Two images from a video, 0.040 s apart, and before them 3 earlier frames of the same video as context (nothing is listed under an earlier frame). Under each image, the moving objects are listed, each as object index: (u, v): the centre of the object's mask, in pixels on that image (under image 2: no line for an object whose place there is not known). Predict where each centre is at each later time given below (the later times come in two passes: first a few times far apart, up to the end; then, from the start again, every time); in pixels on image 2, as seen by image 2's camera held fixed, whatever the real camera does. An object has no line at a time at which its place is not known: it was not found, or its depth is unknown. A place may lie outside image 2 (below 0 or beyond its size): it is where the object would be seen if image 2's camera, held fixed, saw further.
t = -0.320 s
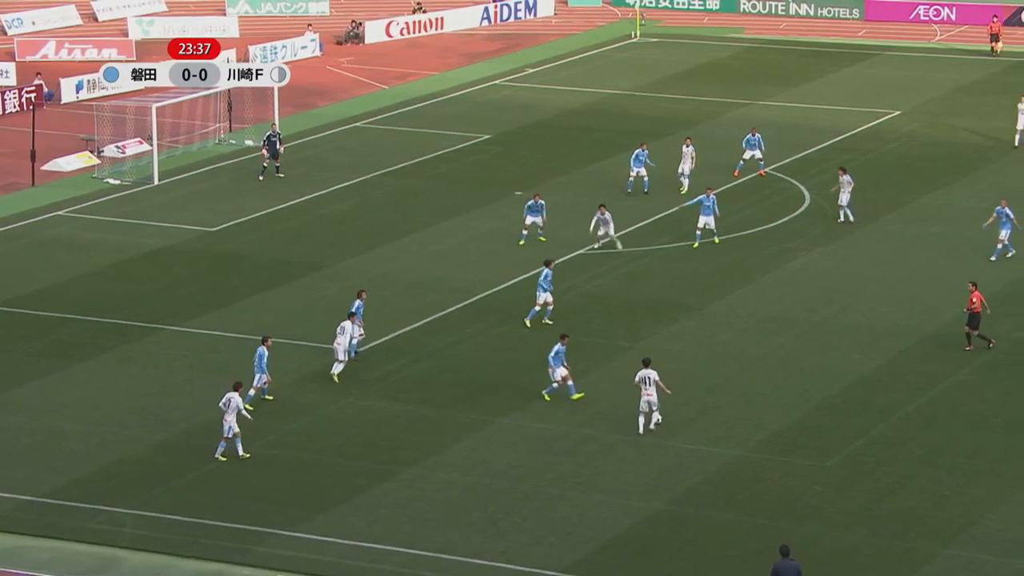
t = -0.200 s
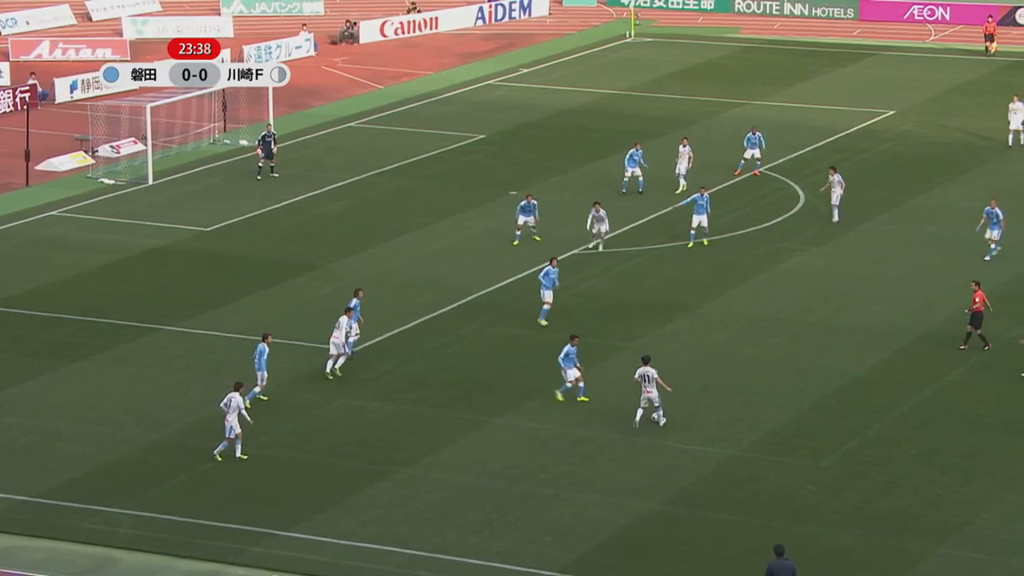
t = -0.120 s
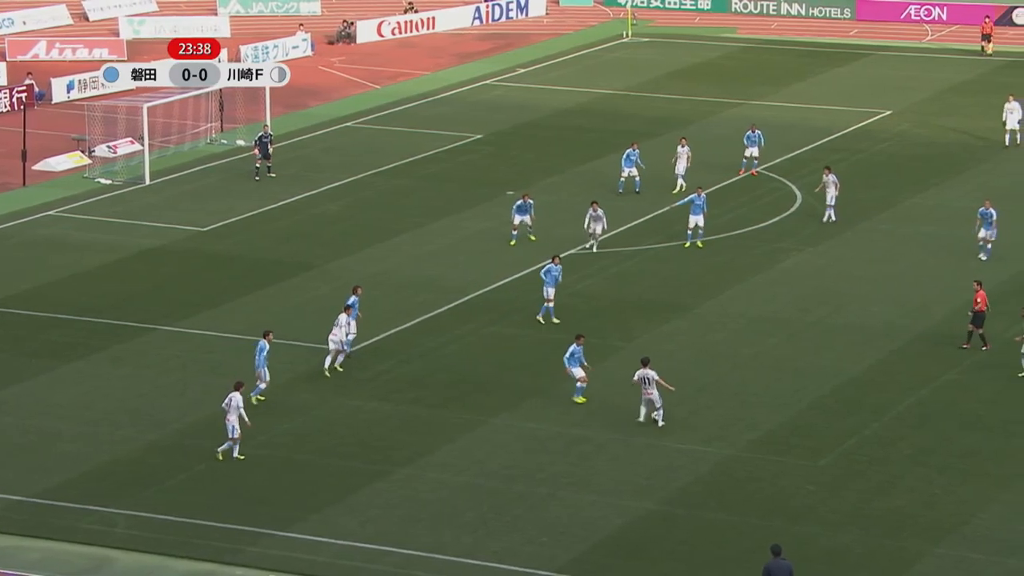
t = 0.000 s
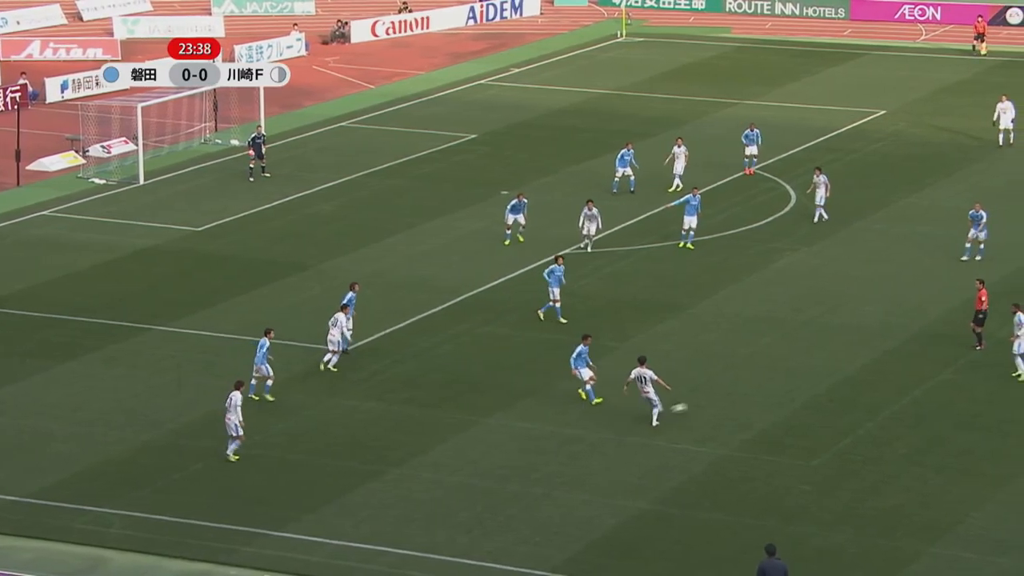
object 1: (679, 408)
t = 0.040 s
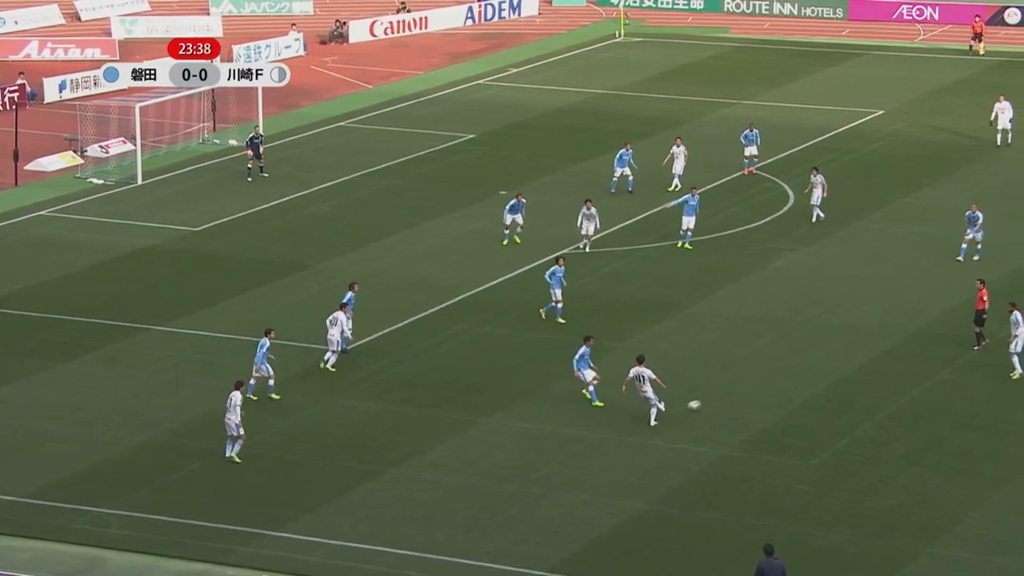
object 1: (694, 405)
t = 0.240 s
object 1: (770, 389)
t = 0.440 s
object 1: (839, 377)
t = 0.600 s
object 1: (891, 366)
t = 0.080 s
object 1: (709, 401)
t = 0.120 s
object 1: (725, 398)
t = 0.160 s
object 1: (740, 395)
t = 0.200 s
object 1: (756, 392)
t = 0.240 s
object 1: (770, 389)
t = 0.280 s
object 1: (785, 386)
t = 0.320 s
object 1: (798, 383)
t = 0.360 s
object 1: (812, 380)
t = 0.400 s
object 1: (826, 378)
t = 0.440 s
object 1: (839, 377)
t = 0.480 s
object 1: (852, 373)
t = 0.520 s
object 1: (866, 371)
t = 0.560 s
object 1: (878, 369)
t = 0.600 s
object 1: (891, 366)
